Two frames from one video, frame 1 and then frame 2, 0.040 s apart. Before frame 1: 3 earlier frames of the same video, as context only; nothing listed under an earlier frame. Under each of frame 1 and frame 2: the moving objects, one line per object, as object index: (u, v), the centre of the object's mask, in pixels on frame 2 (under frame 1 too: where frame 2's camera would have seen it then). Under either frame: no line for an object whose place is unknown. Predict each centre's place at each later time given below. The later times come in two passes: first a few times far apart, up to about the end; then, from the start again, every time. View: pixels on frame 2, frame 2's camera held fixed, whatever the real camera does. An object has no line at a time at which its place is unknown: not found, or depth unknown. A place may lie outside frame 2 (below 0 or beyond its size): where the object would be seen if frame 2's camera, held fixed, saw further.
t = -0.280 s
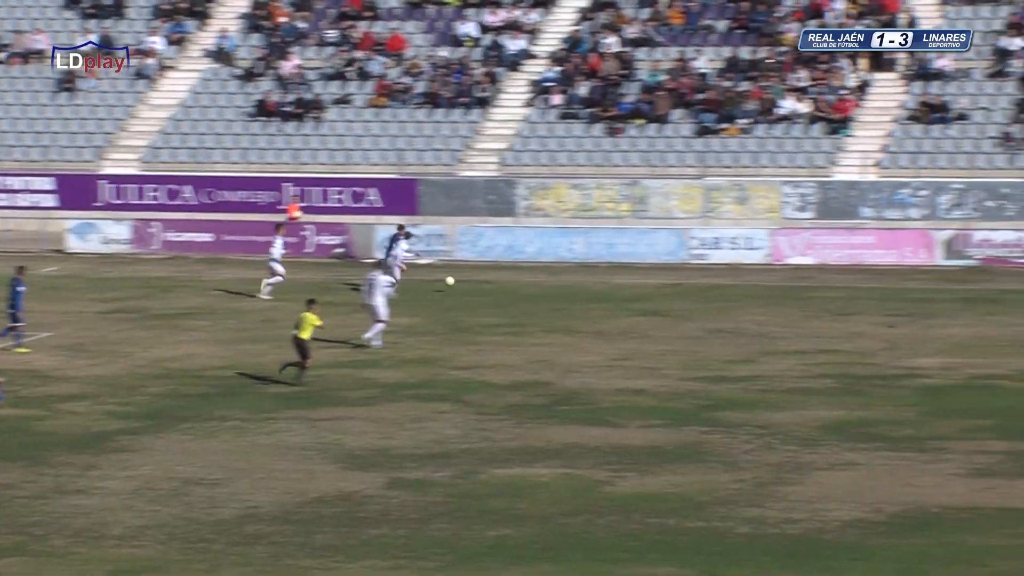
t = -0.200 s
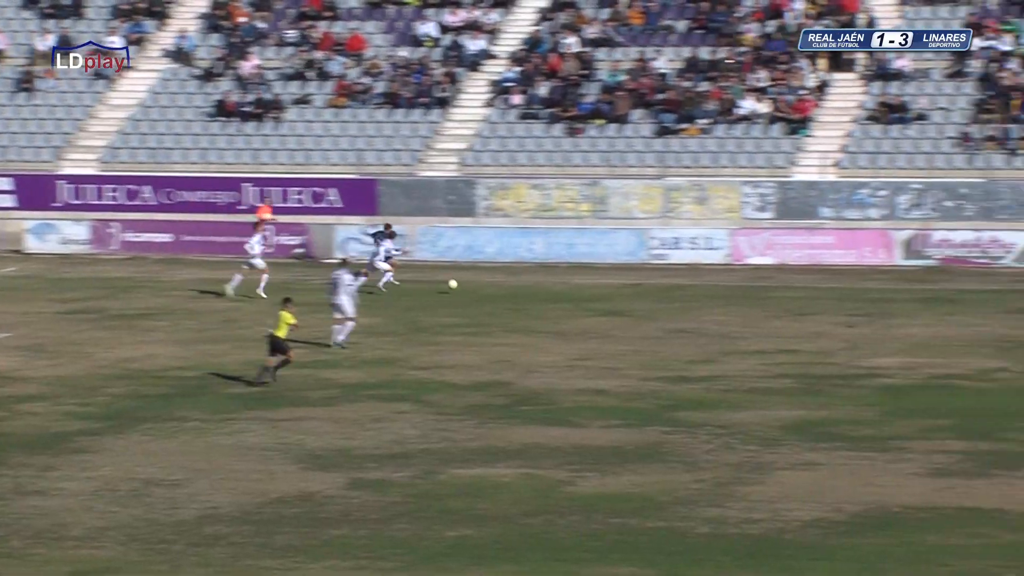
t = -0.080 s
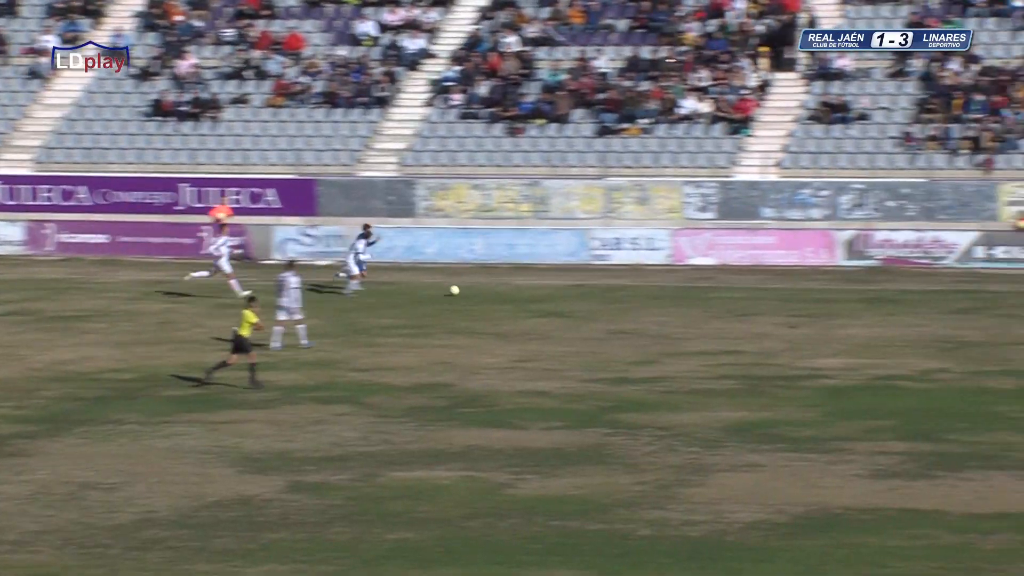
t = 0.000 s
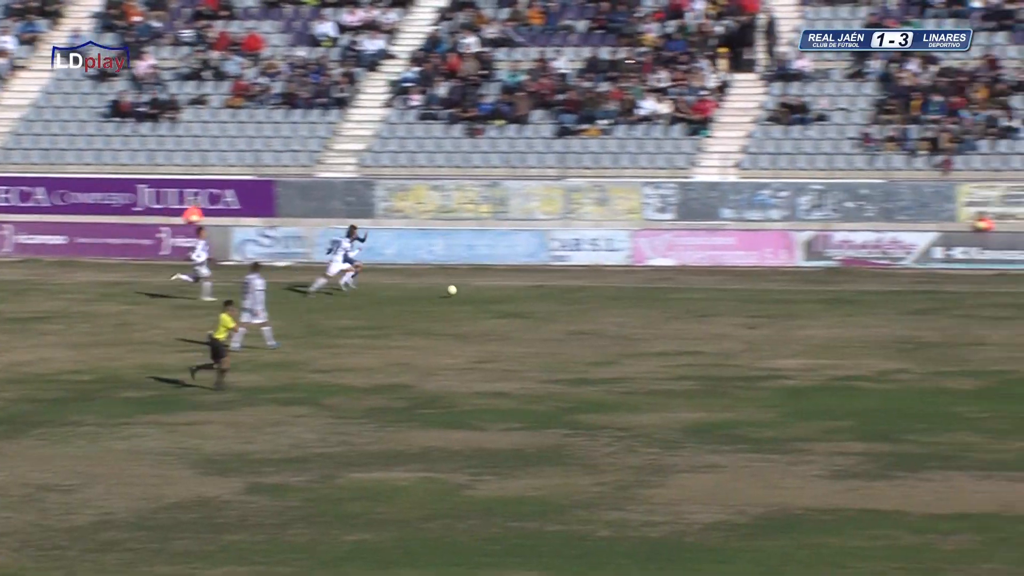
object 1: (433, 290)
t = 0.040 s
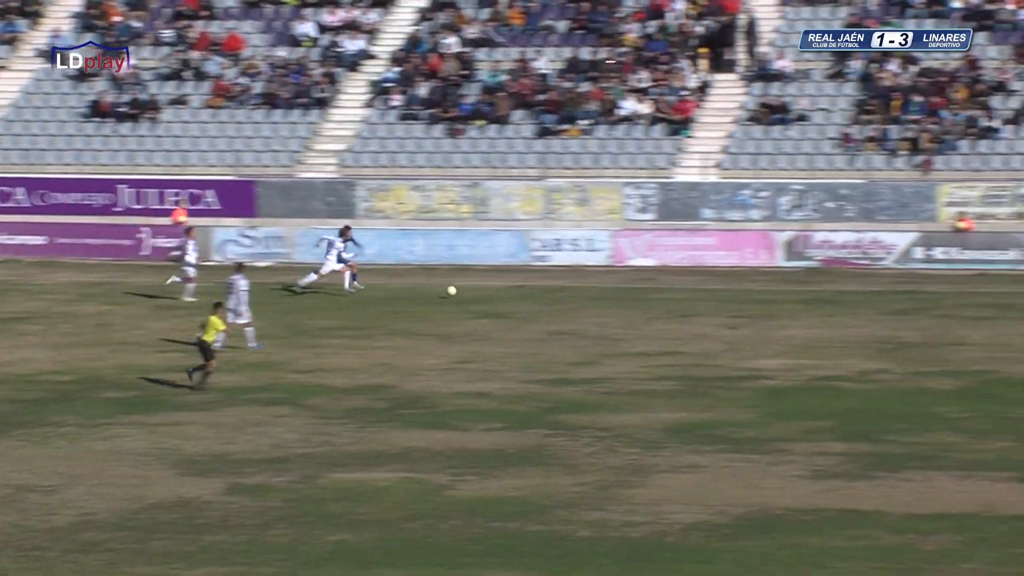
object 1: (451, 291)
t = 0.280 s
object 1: (555, 292)
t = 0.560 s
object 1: (661, 297)
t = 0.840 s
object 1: (750, 299)
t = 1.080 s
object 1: (823, 300)
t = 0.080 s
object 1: (470, 292)
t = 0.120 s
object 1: (488, 294)
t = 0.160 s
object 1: (506, 294)
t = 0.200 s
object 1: (522, 293)
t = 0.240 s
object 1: (538, 292)
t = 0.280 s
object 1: (555, 292)
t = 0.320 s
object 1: (571, 293)
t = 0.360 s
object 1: (587, 295)
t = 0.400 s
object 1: (603, 297)
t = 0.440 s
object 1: (618, 297)
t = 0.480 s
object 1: (632, 297)
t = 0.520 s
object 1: (647, 297)
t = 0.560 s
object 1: (661, 297)
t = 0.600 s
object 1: (675, 298)
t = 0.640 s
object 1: (688, 298)
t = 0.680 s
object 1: (700, 297)
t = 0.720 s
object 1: (713, 298)
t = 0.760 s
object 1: (726, 299)
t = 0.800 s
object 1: (738, 299)
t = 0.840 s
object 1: (750, 299)
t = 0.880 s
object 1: (763, 298)
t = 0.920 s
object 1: (775, 298)
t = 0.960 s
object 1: (787, 299)
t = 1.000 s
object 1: (799, 301)
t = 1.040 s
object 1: (812, 300)
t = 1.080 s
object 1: (823, 300)
